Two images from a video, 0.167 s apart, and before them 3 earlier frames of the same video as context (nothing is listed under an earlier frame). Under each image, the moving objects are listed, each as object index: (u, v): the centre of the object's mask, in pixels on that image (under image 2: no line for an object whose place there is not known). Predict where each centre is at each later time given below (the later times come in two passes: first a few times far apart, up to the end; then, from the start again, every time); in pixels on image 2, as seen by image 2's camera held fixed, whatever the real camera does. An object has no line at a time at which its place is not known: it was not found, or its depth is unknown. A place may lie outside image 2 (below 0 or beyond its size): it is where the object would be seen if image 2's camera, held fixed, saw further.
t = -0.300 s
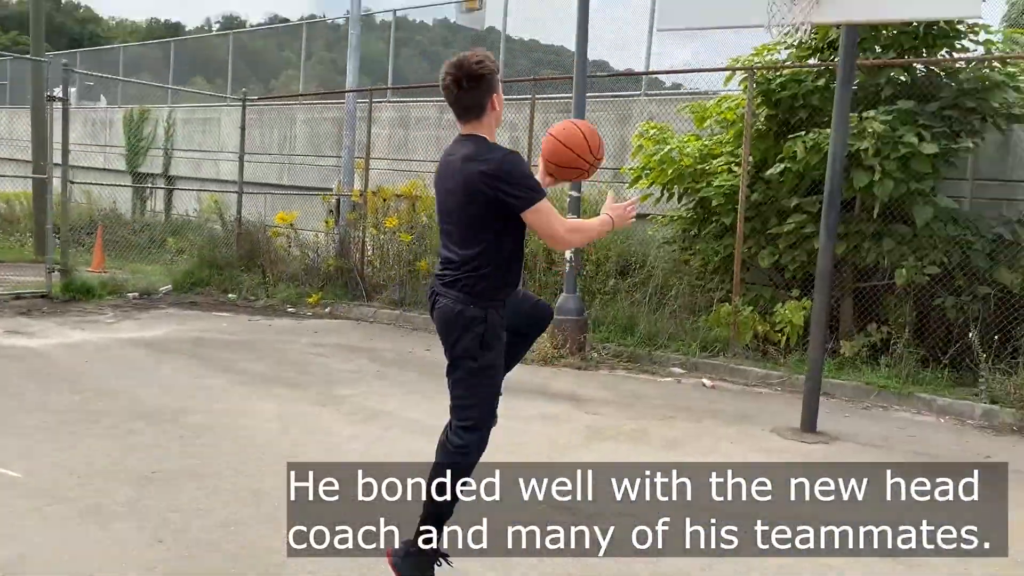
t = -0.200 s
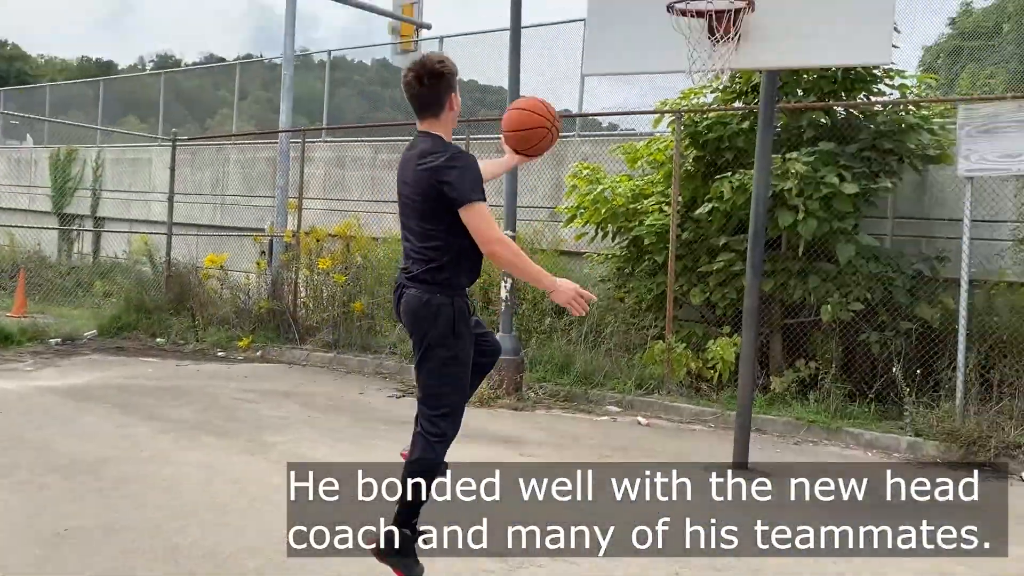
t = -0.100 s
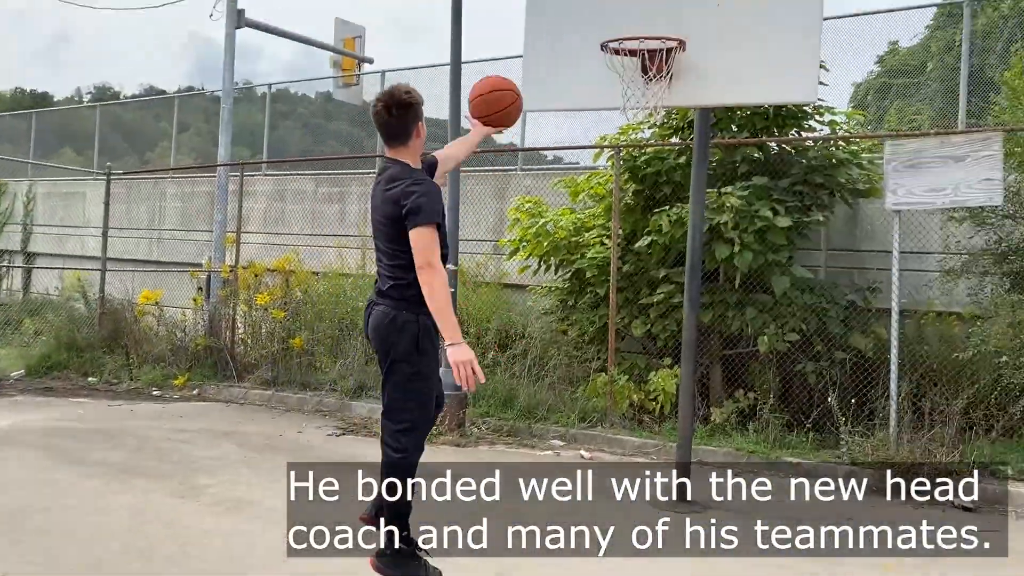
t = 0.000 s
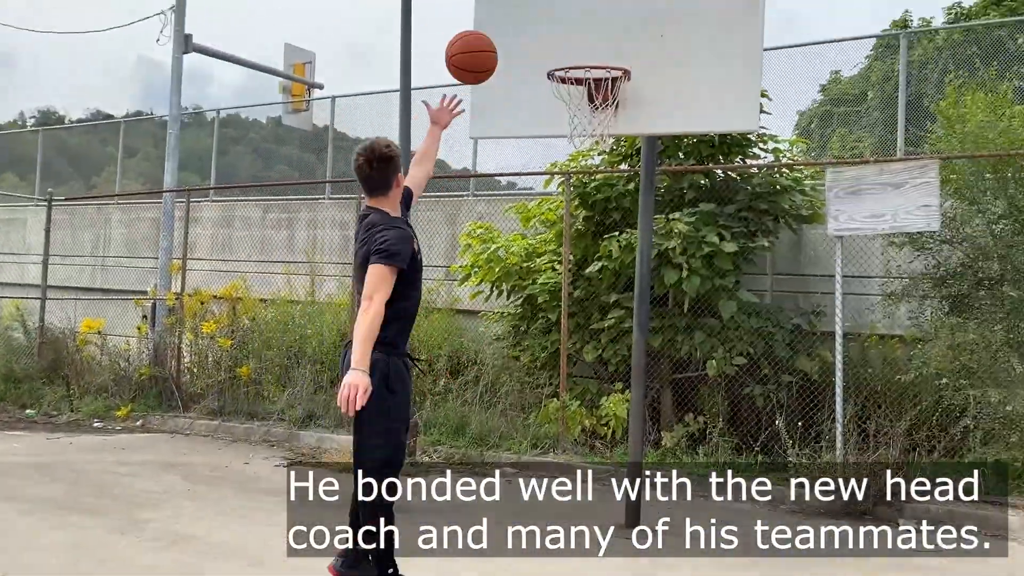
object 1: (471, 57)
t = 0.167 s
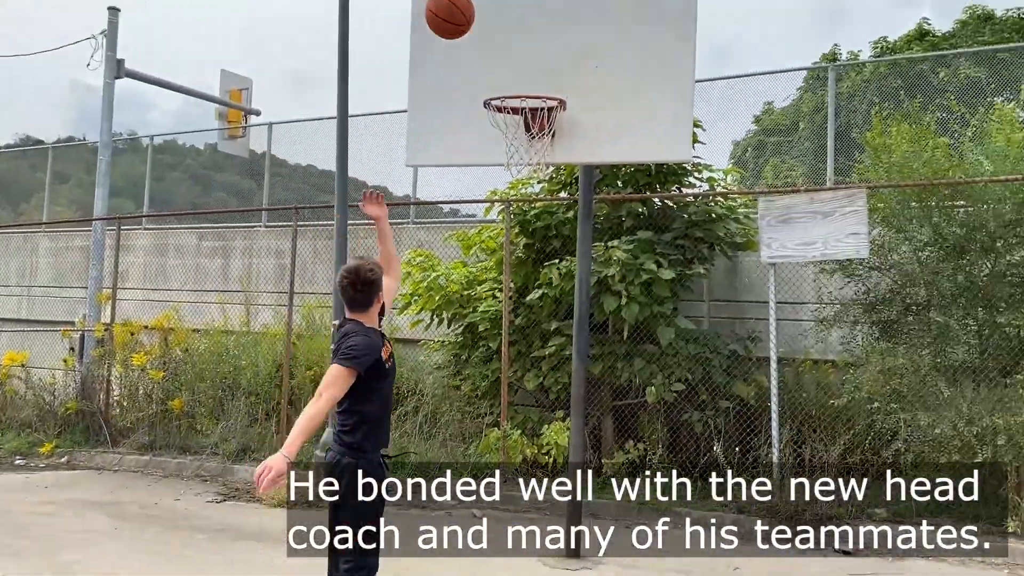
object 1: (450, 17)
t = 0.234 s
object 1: (465, 8)
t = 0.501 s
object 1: (517, 39)
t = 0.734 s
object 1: (539, 88)
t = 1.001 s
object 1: (532, 103)
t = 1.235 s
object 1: (543, 148)
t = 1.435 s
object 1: (526, 205)
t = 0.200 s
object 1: (458, 12)
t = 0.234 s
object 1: (465, 8)
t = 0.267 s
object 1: (472, 5)
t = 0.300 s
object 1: (480, 4)
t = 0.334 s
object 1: (486, 4)
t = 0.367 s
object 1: (493, 6)
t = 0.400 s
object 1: (499, 11)
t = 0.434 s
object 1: (505, 19)
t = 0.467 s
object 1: (511, 28)
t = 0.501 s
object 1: (517, 39)
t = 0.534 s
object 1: (522, 52)
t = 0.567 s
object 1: (527, 67)
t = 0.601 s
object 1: (531, 77)
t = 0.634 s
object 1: (533, 78)
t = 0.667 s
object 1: (535, 81)
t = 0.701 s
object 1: (537, 84)
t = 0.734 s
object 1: (539, 88)
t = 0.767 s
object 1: (531, 87)
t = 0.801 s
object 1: (522, 94)
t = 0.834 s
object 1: (513, 94)
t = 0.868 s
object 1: (505, 95)
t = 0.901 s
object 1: (510, 94)
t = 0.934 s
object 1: (517, 95)
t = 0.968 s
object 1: (524, 99)
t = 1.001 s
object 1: (532, 103)
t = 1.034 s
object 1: (537, 108)
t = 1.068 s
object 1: (540, 115)
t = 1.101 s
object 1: (543, 121)
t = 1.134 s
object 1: (545, 130)
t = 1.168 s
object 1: (546, 138)
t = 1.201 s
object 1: (544, 144)
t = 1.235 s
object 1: (543, 148)
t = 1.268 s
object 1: (541, 153)
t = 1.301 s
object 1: (539, 160)
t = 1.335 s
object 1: (535, 169)
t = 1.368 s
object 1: (533, 180)
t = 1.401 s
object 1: (529, 191)
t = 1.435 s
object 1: (526, 205)
